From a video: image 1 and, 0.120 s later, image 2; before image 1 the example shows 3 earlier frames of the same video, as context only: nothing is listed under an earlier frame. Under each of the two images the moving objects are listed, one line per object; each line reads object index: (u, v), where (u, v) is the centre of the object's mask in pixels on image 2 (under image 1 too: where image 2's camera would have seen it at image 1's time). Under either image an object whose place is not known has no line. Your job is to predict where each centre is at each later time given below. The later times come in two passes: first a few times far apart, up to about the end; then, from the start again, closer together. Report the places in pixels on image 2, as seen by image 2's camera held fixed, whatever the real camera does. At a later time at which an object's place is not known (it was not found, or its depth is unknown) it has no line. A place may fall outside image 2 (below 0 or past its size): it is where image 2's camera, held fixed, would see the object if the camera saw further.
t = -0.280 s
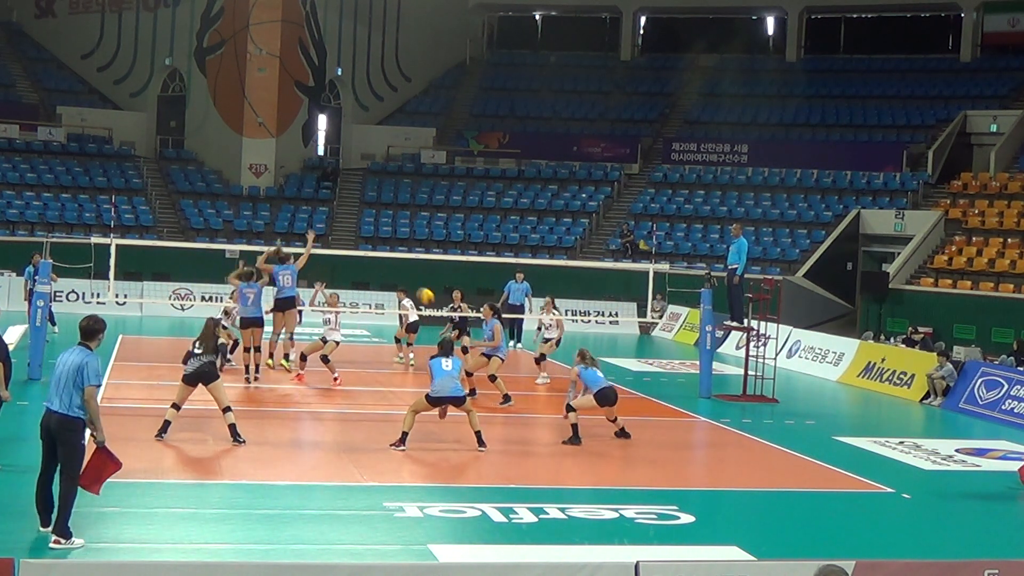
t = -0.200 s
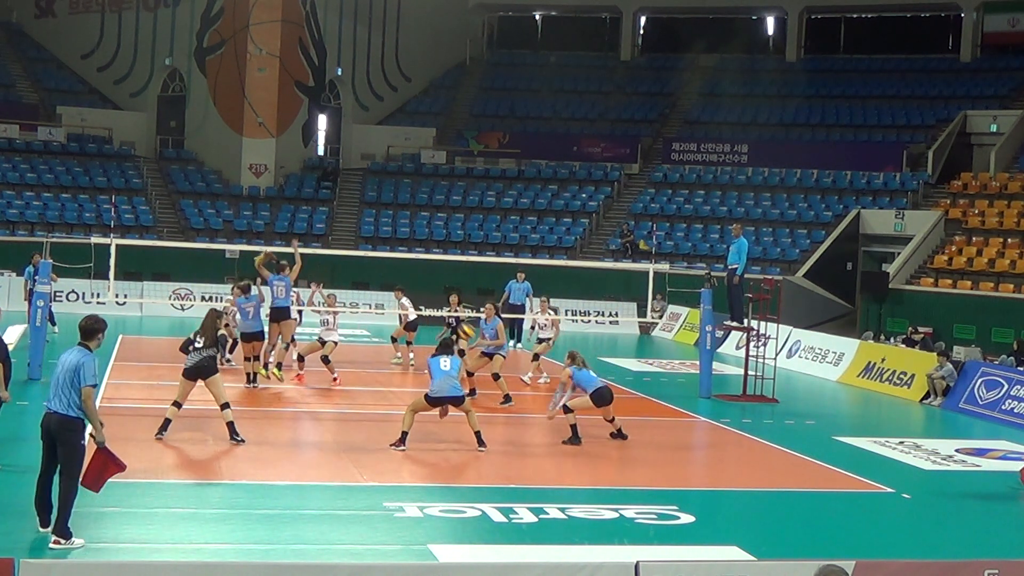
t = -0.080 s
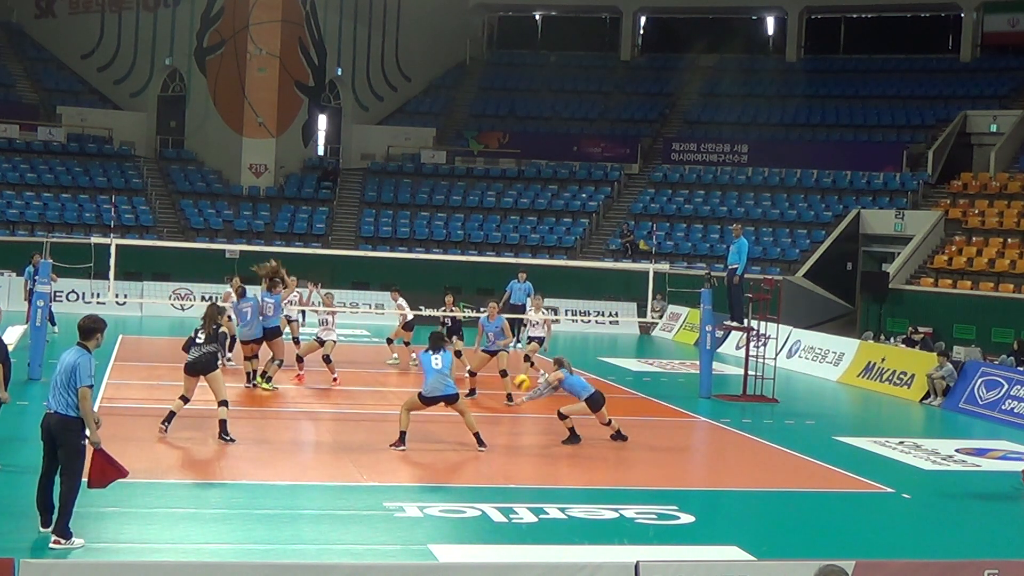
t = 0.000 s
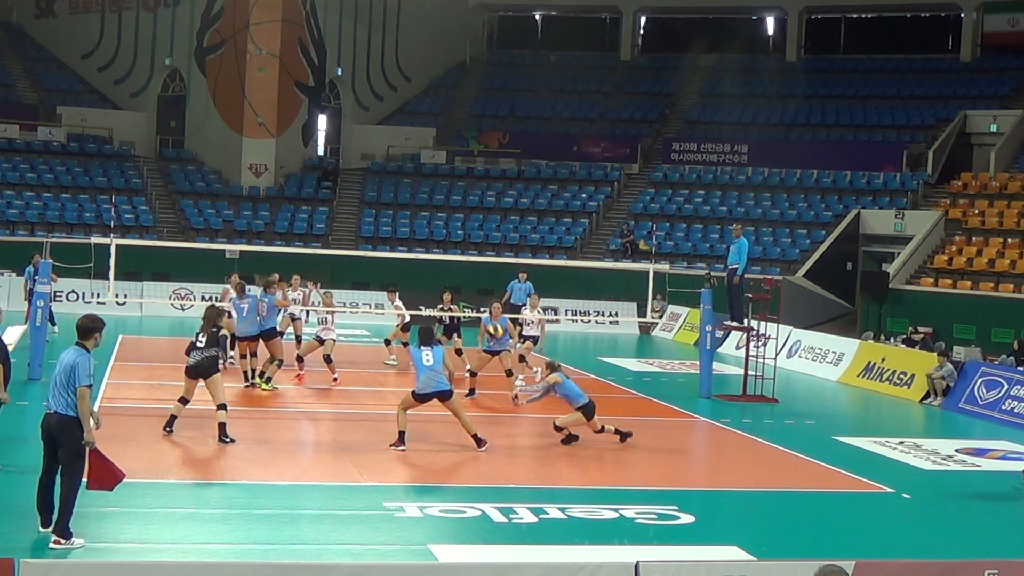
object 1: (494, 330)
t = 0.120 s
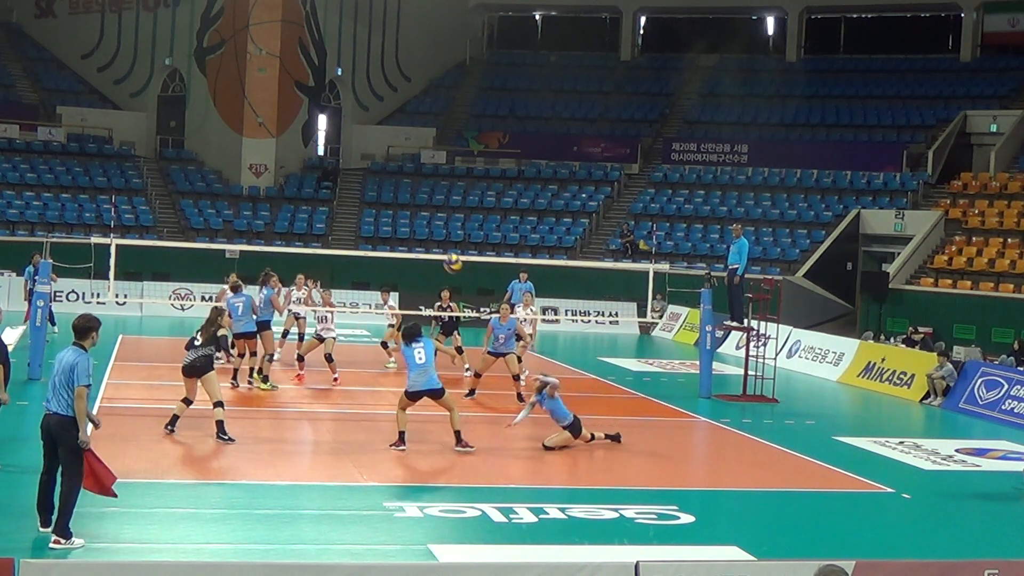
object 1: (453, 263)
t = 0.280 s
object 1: (392, 180)
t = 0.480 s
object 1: (311, 104)
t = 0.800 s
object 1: (160, 46)
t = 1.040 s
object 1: (22, 73)
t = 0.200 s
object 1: (422, 220)
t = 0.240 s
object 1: (408, 201)
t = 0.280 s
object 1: (392, 180)
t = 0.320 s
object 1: (377, 165)
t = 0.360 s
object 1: (361, 149)
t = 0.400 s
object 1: (345, 132)
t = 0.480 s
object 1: (311, 104)
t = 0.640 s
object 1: (239, 64)
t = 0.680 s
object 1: (219, 57)
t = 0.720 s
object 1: (200, 51)
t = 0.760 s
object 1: (181, 48)
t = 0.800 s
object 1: (160, 46)
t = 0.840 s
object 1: (138, 46)
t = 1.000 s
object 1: (46, 63)
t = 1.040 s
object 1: (22, 73)
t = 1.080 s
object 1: (5, 84)
